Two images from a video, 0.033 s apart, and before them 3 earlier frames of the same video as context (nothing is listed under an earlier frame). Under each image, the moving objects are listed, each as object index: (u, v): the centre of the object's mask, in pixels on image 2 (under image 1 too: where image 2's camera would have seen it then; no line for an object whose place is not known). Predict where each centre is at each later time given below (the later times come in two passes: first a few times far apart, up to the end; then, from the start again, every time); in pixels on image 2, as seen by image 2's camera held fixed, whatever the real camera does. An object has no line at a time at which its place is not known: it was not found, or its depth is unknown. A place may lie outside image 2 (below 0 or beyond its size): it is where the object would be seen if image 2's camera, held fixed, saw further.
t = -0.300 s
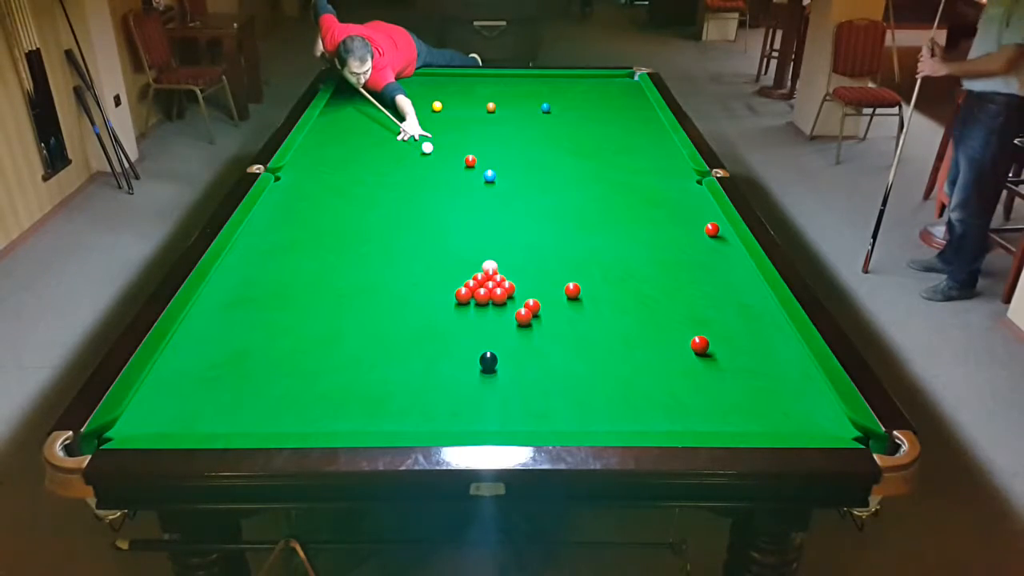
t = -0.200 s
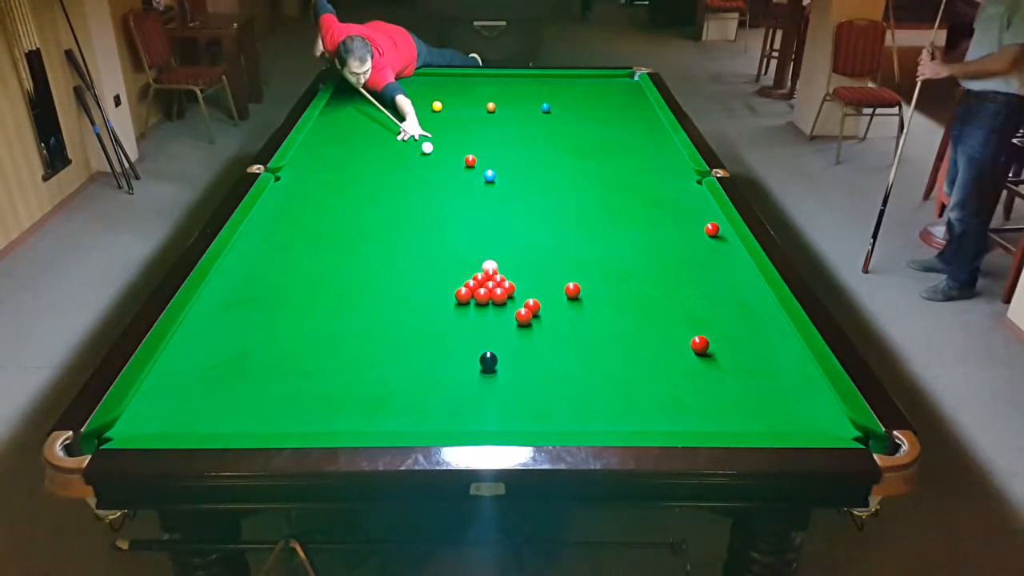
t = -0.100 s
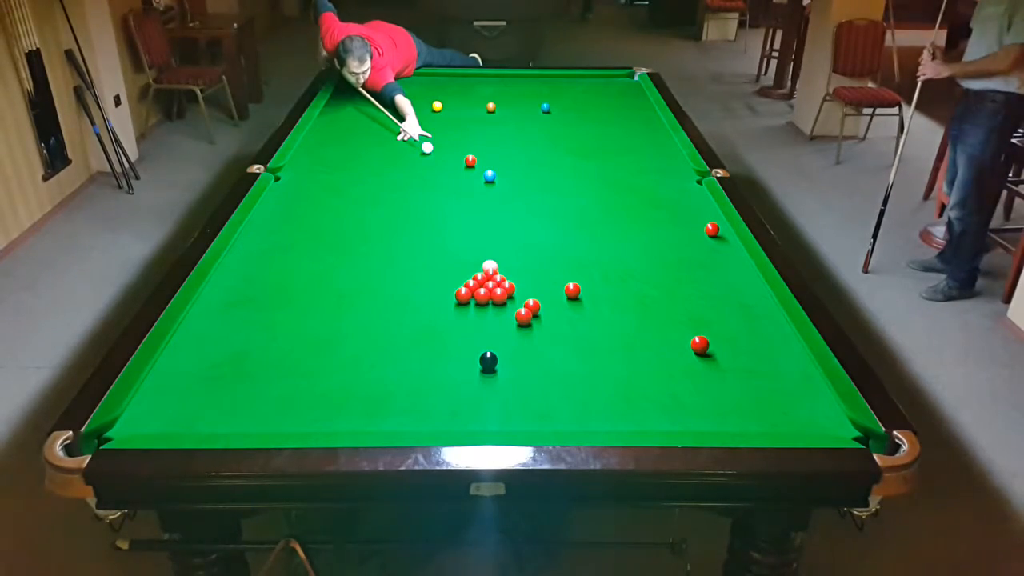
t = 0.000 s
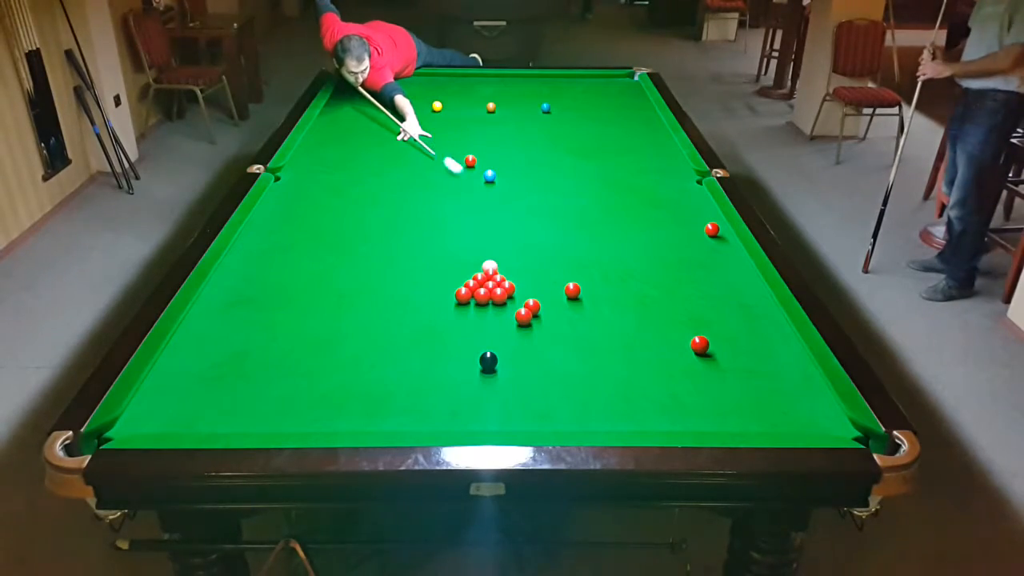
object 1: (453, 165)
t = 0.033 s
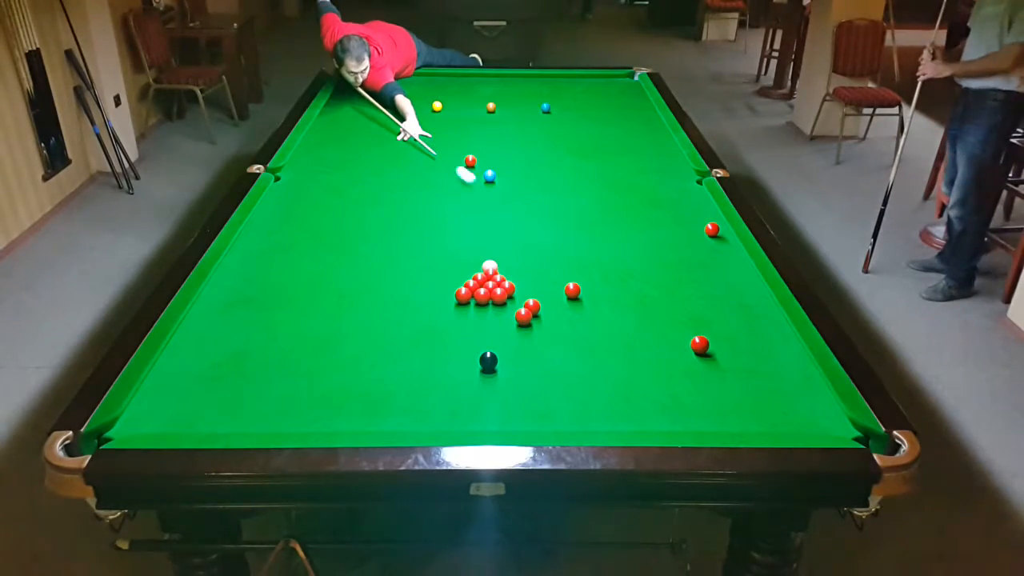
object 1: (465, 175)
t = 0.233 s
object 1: (551, 237)
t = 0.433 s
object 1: (655, 312)
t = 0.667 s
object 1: (687, 348)
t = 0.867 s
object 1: (709, 377)
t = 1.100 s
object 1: (740, 415)
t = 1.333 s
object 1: (741, 411)
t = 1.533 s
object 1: (730, 393)
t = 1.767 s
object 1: (719, 374)
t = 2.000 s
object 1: (710, 359)
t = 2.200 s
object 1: (704, 347)
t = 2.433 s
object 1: (697, 336)
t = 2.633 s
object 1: (692, 327)
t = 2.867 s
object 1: (687, 318)
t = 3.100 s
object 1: (683, 311)
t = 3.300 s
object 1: (680, 307)
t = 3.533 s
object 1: (678, 302)
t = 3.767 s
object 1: (676, 299)
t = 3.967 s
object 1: (676, 297)
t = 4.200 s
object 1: (676, 296)
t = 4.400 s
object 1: (676, 296)
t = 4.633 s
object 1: (676, 296)
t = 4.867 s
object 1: (676, 296)
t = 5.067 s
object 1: (676, 296)
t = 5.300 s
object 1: (676, 297)
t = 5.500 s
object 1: (676, 297)
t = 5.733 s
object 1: (676, 297)
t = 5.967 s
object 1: (676, 297)
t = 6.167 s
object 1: (676, 297)
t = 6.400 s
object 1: (676, 297)
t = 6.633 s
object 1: (676, 297)
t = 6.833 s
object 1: (676, 297)
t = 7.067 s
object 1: (676, 297)
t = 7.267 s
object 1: (676, 297)
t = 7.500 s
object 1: (676, 297)
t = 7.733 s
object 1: (676, 297)
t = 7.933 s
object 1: (676, 297)
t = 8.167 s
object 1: (676, 297)
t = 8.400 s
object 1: (676, 297)
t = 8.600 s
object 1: (676, 297)
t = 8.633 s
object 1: (676, 297)
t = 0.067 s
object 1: (478, 184)
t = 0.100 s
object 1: (492, 194)
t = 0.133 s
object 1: (506, 204)
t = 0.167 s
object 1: (521, 215)
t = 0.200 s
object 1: (536, 226)
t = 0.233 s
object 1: (551, 237)
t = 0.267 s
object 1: (568, 249)
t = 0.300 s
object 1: (584, 260)
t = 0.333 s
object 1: (601, 273)
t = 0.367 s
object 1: (618, 285)
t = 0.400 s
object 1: (636, 298)
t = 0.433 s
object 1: (655, 312)
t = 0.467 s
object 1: (673, 326)
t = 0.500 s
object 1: (685, 336)
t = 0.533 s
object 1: (684, 338)
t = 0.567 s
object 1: (683, 340)
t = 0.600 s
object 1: (684, 342)
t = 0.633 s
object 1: (685, 345)
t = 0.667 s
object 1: (687, 348)
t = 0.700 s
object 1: (690, 352)
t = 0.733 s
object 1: (693, 357)
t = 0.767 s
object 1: (697, 362)
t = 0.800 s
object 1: (701, 366)
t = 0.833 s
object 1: (705, 371)
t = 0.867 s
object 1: (709, 377)
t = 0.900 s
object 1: (714, 382)
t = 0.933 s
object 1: (718, 387)
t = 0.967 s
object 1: (722, 392)
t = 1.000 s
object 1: (726, 397)
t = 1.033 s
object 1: (731, 403)
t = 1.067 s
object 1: (735, 409)
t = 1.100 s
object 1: (740, 415)
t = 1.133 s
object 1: (744, 419)
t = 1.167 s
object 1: (748, 423)
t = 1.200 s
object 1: (748, 423)
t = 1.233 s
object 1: (746, 420)
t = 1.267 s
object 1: (744, 417)
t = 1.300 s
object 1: (742, 414)
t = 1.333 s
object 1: (741, 411)
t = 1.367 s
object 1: (738, 408)
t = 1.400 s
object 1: (737, 405)
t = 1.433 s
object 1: (735, 402)
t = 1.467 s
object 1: (733, 399)
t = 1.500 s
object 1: (732, 396)
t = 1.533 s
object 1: (730, 393)
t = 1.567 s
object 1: (728, 390)
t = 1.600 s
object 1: (727, 387)
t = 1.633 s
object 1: (725, 384)
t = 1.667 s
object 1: (724, 382)
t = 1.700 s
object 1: (722, 379)
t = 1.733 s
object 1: (720, 377)
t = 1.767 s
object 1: (719, 374)
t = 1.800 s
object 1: (718, 372)
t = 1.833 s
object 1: (716, 370)
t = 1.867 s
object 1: (715, 367)
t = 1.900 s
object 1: (714, 365)
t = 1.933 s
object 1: (713, 363)
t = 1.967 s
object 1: (711, 361)
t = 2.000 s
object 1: (710, 359)
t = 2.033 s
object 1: (709, 357)
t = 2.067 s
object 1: (708, 355)
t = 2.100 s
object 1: (706, 353)
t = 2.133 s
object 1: (706, 351)
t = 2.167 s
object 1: (705, 349)
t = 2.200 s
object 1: (704, 347)
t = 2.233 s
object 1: (703, 345)
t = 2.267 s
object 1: (702, 344)
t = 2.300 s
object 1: (701, 342)
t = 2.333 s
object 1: (700, 340)
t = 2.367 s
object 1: (699, 338)
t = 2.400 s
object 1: (698, 337)
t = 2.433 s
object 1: (697, 336)
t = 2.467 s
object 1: (696, 334)
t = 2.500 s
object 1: (695, 332)
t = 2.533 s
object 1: (695, 331)
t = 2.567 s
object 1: (694, 330)
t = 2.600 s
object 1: (693, 328)
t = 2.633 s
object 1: (692, 327)
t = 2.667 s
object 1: (692, 325)
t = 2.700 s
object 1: (691, 324)
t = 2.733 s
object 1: (690, 323)
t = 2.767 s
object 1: (689, 322)
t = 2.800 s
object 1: (689, 321)
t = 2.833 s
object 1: (688, 320)
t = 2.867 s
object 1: (687, 318)
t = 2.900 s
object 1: (687, 317)
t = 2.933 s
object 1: (686, 316)
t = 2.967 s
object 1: (685, 315)
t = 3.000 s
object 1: (685, 314)
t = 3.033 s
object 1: (684, 313)
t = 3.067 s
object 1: (683, 312)
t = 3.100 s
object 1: (683, 311)
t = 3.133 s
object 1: (682, 311)
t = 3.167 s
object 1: (682, 310)
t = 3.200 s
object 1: (681, 309)
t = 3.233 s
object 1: (681, 308)
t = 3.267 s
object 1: (680, 307)
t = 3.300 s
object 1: (680, 307)
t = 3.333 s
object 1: (680, 306)
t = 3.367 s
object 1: (679, 305)
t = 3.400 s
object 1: (679, 305)
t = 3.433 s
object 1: (679, 304)
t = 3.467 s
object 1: (678, 303)
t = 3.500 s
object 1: (678, 303)
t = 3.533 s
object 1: (678, 302)
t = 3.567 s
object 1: (678, 302)
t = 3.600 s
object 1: (677, 301)
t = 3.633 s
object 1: (677, 301)
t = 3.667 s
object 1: (677, 300)
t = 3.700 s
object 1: (677, 300)
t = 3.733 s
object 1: (677, 299)
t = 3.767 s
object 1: (676, 299)
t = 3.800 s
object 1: (676, 298)
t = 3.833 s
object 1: (676, 298)
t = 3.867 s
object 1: (676, 298)
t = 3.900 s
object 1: (676, 298)
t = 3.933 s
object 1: (676, 297)
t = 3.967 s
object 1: (676, 297)
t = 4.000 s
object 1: (676, 297)
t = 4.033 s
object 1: (676, 297)
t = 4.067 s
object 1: (676, 297)
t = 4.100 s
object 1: (676, 297)
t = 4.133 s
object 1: (676, 297)
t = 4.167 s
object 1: (676, 296)
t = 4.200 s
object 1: (676, 296)
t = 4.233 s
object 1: (676, 296)
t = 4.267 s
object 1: (676, 296)
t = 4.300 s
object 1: (676, 296)
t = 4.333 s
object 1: (676, 296)
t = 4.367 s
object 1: (676, 296)
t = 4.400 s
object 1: (676, 296)
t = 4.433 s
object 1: (676, 296)
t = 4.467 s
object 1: (676, 296)
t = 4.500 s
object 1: (676, 296)
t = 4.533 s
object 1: (676, 296)
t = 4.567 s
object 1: (676, 296)
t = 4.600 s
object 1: (676, 296)
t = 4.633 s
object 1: (676, 296)
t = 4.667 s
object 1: (676, 296)
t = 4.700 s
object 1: (676, 296)
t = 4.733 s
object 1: (676, 296)
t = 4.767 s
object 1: (676, 296)
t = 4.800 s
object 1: (676, 296)
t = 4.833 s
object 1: (676, 296)
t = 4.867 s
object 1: (676, 296)
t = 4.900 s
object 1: (676, 296)
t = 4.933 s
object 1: (676, 296)
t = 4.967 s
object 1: (676, 296)
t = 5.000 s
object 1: (676, 296)
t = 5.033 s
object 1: (676, 296)
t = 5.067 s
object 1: (676, 296)
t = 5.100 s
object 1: (676, 296)
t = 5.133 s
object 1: (676, 297)
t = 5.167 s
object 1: (676, 297)
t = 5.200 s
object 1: (676, 297)
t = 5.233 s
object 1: (676, 297)
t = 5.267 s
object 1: (676, 297)
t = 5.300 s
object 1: (676, 297)
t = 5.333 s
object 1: (676, 297)
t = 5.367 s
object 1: (676, 297)
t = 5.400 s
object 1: (676, 297)
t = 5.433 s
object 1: (676, 297)
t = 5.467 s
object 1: (676, 297)
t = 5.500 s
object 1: (676, 297)
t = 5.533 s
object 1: (676, 297)
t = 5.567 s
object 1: (676, 297)
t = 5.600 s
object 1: (676, 297)
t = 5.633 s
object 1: (676, 297)
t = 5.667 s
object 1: (676, 297)
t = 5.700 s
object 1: (676, 297)
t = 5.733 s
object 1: (676, 297)
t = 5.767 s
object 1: (676, 297)
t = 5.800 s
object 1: (676, 297)
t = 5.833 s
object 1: (676, 297)
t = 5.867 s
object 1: (676, 297)
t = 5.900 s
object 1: (676, 297)
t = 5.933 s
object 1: (676, 297)
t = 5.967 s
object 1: (676, 297)
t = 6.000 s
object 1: (676, 297)
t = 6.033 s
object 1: (676, 297)
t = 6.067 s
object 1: (676, 297)
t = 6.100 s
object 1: (676, 297)
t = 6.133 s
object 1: (676, 297)
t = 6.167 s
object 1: (676, 297)
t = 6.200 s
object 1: (676, 297)
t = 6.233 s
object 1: (676, 297)
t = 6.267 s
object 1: (676, 297)
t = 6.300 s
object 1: (676, 297)
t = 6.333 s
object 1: (676, 297)
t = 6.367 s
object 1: (676, 297)
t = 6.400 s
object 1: (676, 297)
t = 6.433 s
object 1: (676, 297)
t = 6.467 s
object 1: (676, 297)
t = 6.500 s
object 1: (676, 297)
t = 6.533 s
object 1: (676, 297)
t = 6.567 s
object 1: (676, 297)
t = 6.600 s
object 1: (676, 297)
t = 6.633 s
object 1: (676, 297)
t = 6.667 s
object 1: (676, 297)
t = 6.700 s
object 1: (676, 297)
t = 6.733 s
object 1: (676, 297)
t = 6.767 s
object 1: (676, 297)
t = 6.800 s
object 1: (676, 297)
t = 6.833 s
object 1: (676, 297)
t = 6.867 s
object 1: (676, 297)
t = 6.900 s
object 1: (676, 297)
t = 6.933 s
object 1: (676, 297)
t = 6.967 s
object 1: (676, 297)
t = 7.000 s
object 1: (676, 297)
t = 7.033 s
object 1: (676, 297)
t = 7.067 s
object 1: (676, 297)
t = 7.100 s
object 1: (676, 297)
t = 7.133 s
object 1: (676, 297)
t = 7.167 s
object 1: (676, 297)
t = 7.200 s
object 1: (676, 297)
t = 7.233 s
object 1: (676, 297)
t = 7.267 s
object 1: (676, 297)
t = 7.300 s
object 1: (676, 297)
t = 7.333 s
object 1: (676, 297)
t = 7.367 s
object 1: (676, 297)
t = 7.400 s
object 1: (676, 297)
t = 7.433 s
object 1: (676, 297)
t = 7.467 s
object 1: (676, 297)
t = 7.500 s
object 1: (676, 297)
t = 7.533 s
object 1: (676, 297)
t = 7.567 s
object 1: (676, 297)
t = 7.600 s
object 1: (676, 297)
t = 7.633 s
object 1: (676, 297)
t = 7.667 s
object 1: (676, 297)
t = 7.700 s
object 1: (676, 297)
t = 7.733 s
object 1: (676, 297)
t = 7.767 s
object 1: (676, 297)
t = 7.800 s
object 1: (676, 297)
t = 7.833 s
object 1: (676, 297)
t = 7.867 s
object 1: (676, 297)
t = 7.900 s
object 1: (676, 297)
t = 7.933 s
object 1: (676, 297)
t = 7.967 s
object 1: (676, 297)
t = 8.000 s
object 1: (676, 297)
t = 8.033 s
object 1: (676, 297)
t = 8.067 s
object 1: (676, 297)
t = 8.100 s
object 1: (676, 297)
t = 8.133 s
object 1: (676, 297)
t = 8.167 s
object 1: (676, 297)
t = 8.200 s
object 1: (676, 297)
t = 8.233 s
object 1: (676, 297)
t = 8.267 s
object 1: (676, 297)
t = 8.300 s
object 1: (676, 297)
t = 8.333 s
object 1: (676, 297)
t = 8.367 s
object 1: (676, 297)
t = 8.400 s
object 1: (676, 297)
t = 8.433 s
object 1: (676, 297)
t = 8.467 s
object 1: (676, 297)
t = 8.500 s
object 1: (676, 297)
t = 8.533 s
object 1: (676, 297)
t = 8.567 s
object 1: (676, 297)
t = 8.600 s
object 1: (676, 297)
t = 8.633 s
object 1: (676, 297)
